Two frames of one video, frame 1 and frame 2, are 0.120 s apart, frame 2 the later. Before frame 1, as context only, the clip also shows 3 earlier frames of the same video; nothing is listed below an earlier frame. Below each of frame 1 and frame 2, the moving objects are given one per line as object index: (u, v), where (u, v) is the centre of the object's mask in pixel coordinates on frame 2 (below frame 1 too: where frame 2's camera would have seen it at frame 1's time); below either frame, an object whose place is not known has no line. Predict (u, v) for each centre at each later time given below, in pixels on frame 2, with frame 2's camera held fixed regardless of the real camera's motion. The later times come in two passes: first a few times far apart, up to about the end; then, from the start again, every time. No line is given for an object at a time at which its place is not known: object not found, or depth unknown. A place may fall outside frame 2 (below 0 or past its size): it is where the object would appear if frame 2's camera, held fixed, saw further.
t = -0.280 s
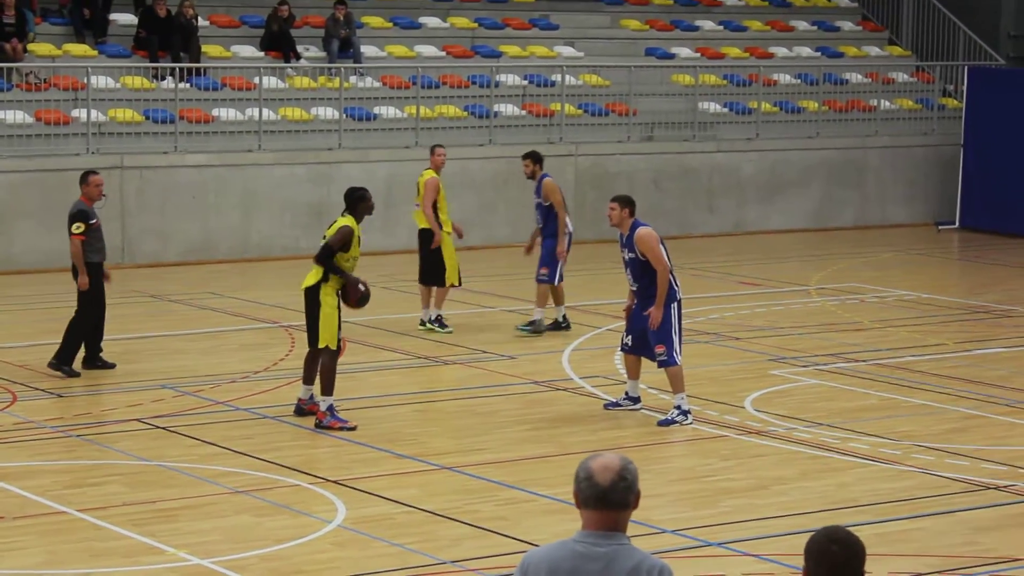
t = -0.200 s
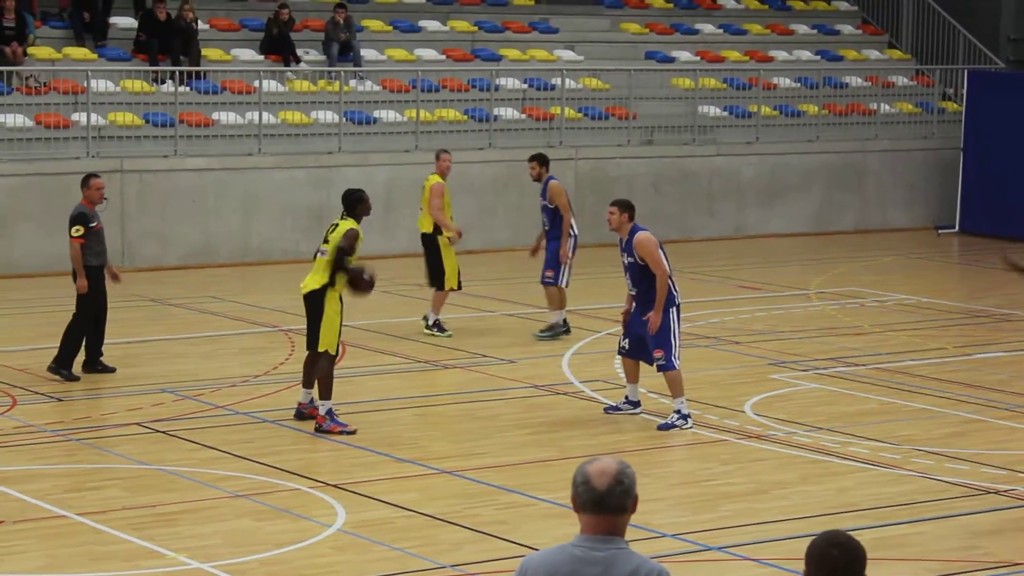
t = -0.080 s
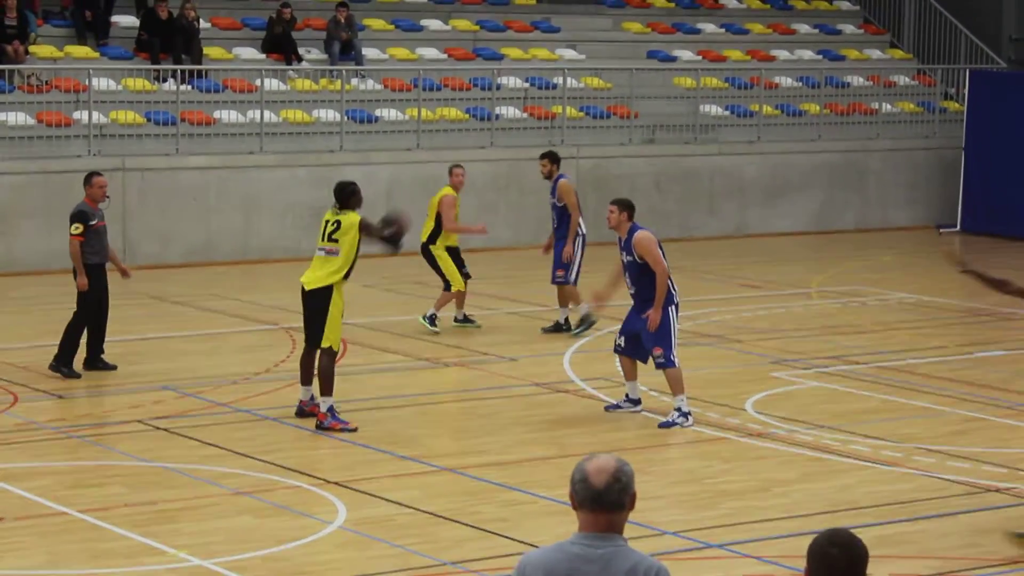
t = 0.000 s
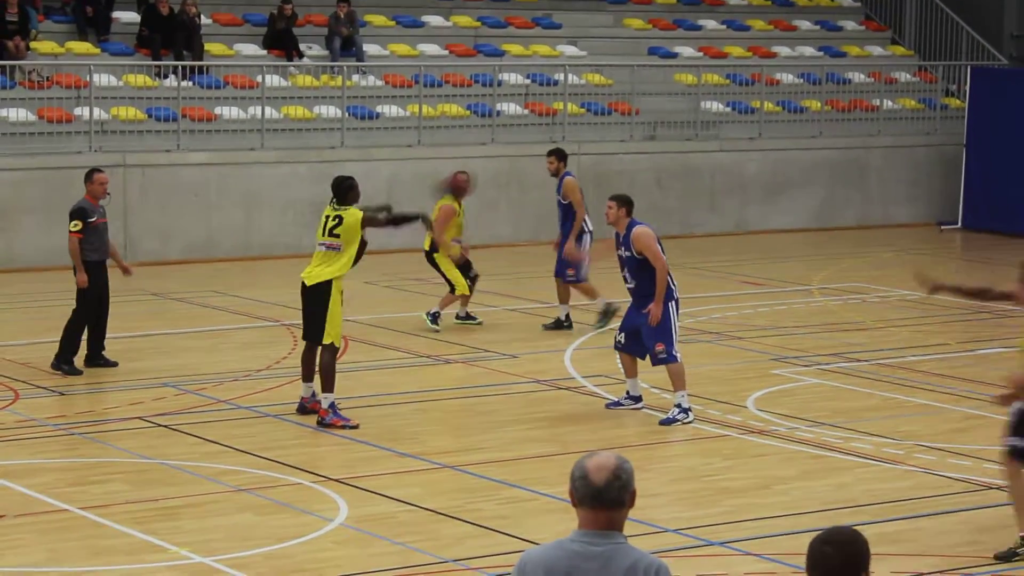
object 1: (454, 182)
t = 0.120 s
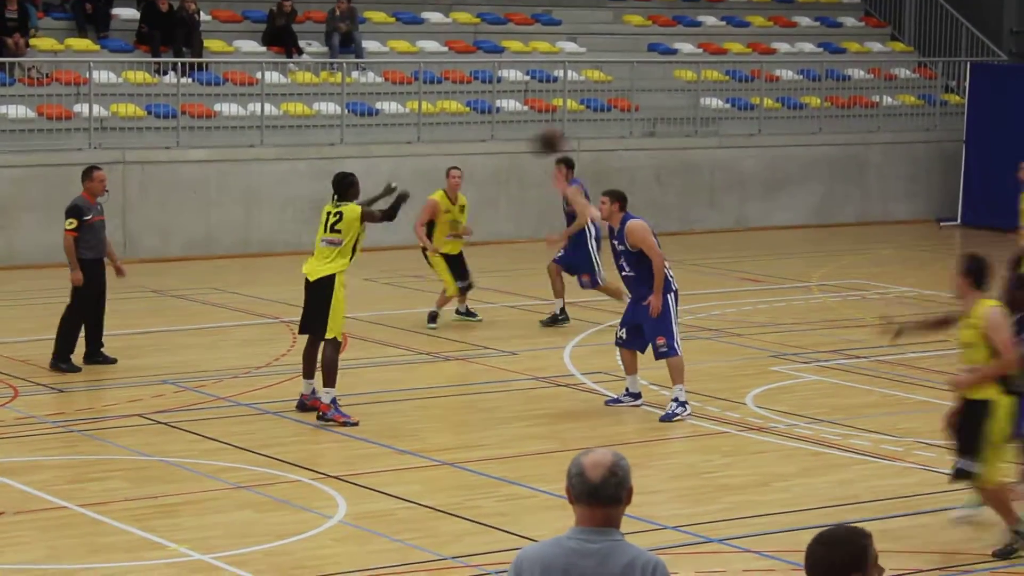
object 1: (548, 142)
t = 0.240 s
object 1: (634, 117)
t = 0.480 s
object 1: (779, 107)
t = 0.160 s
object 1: (577, 133)
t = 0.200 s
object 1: (607, 124)
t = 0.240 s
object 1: (634, 117)
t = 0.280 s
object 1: (660, 112)
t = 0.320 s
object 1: (686, 108)
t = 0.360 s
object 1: (709, 107)
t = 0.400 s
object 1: (734, 105)
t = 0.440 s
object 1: (756, 106)
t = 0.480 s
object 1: (779, 107)
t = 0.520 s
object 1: (803, 110)
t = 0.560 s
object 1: (825, 114)
